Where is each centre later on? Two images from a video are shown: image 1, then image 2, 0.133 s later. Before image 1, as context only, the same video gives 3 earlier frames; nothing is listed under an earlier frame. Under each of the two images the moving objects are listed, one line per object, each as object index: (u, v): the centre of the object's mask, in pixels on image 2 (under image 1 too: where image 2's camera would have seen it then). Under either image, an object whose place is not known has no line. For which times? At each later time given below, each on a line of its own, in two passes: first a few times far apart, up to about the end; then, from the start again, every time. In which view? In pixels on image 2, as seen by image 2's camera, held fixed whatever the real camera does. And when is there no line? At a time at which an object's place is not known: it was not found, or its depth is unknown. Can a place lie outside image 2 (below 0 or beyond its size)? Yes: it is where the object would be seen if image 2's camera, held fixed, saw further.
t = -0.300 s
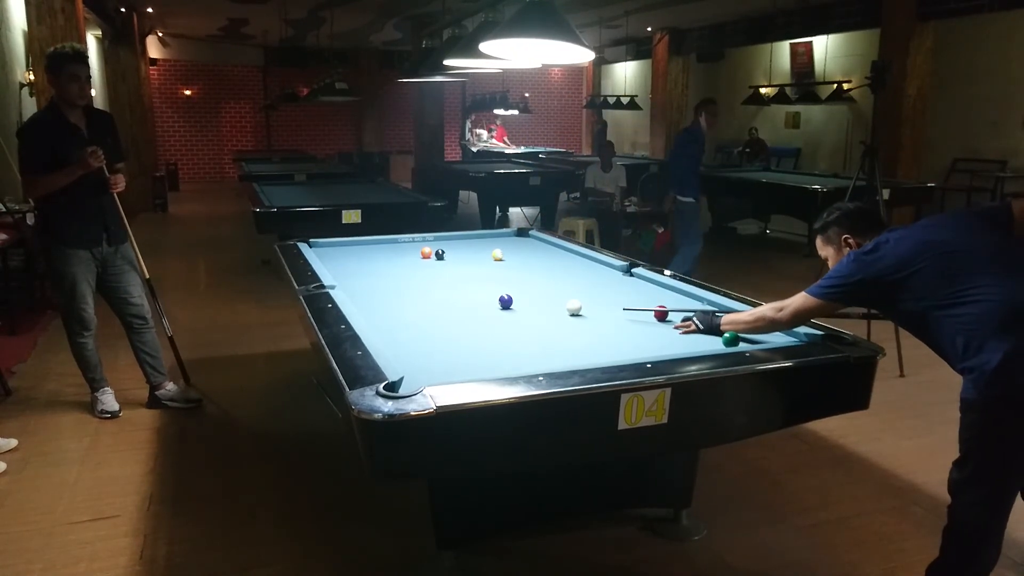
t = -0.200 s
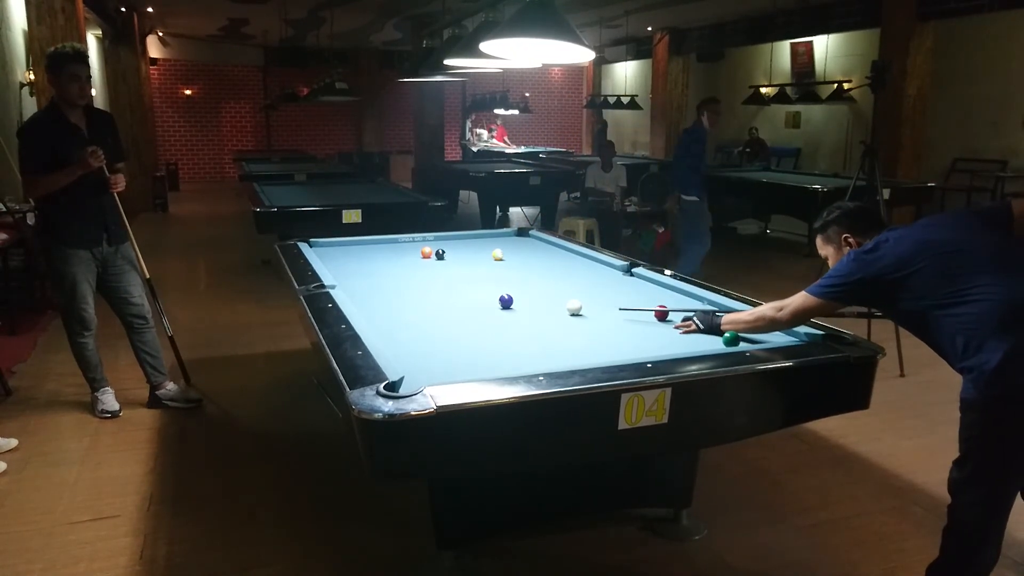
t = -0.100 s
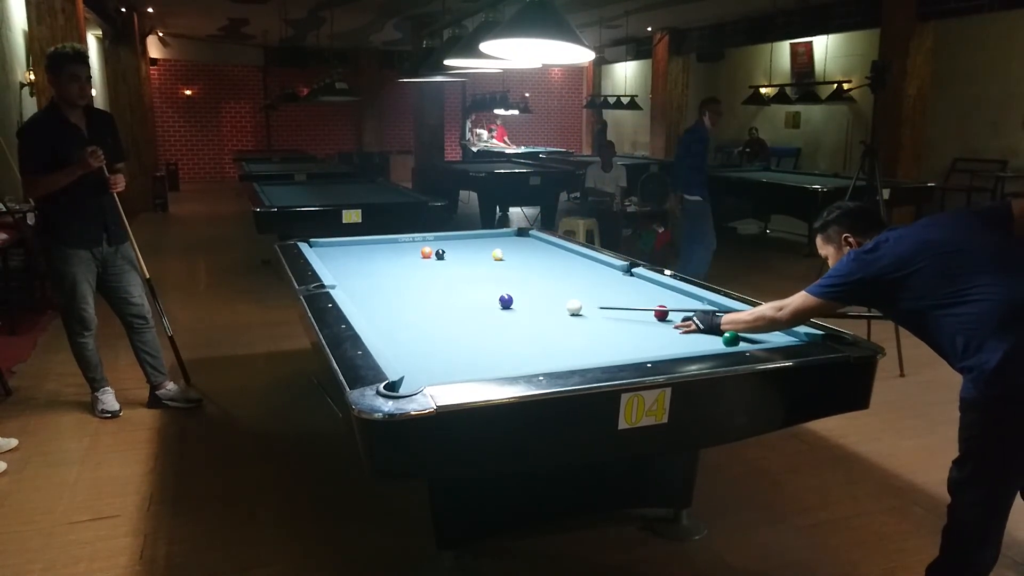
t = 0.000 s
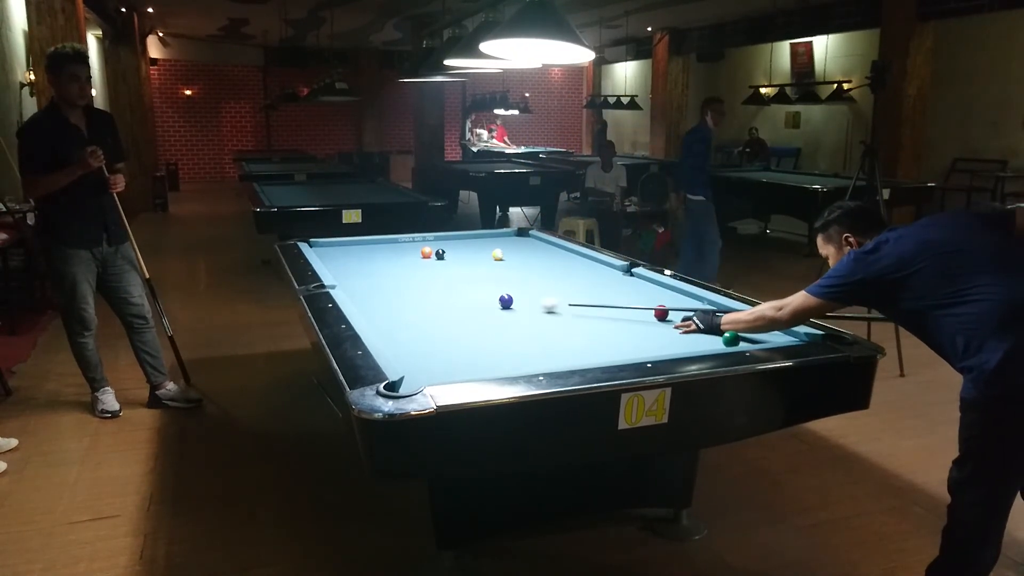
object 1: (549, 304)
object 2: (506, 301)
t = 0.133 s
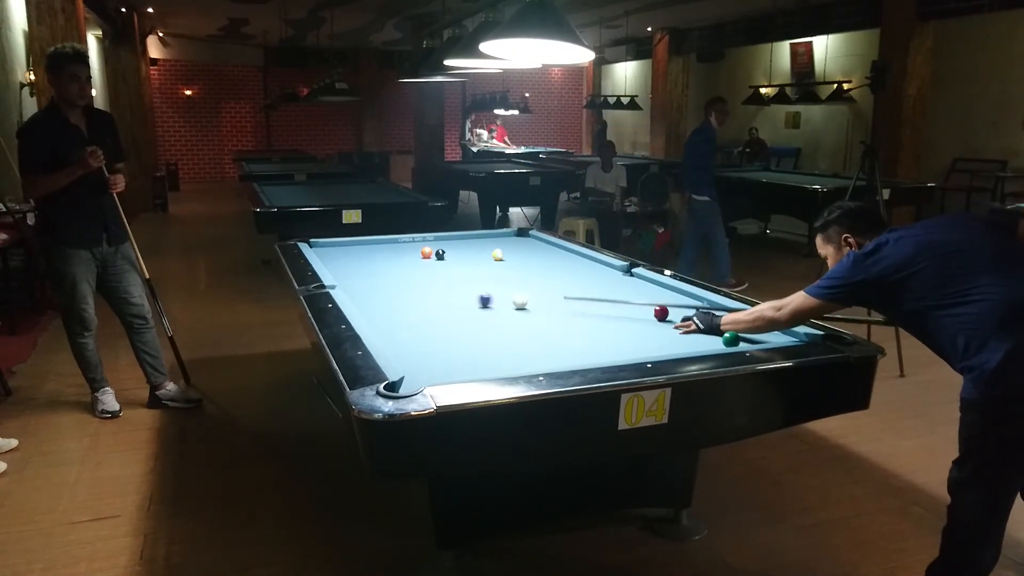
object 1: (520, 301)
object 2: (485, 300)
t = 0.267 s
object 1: (511, 298)
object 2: (448, 298)
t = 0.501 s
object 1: (494, 296)
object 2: (395, 294)
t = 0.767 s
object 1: (475, 292)
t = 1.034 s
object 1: (460, 288)
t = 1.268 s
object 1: (447, 285)
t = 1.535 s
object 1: (434, 282)
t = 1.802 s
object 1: (422, 280)
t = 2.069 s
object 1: (413, 278)
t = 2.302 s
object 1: (405, 276)
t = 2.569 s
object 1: (397, 274)
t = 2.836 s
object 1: (390, 273)
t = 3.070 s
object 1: (385, 271)
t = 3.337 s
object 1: (380, 270)
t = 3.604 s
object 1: (375, 269)
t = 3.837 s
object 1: (372, 268)
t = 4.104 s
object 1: (369, 268)
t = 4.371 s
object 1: (368, 267)
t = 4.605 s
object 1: (367, 267)
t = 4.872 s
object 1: (366, 266)
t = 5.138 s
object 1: (366, 267)
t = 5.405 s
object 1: (367, 266)
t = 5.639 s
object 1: (367, 266)
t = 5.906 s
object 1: (367, 266)
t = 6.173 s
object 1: (367, 266)
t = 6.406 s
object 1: (367, 266)
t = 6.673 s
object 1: (367, 266)
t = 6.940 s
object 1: (367, 266)
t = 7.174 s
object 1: (367, 266)
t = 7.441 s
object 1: (367, 266)
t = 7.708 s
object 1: (367, 266)
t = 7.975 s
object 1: (367, 266)
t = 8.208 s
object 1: (367, 266)
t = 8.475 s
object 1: (367, 266)
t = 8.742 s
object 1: (367, 266)
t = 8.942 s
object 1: (367, 266)
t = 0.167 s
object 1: (518, 301)
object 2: (474, 299)
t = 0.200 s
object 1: (516, 301)
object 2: (464, 299)
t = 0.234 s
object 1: (514, 299)
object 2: (456, 298)
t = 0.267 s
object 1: (511, 298)
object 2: (448, 298)
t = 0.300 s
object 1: (509, 299)
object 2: (441, 297)
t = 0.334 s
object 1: (506, 298)
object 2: (432, 297)
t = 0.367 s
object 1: (504, 298)
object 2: (425, 296)
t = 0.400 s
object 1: (501, 298)
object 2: (418, 296)
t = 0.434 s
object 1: (498, 298)
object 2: (410, 295)
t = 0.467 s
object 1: (496, 297)
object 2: (403, 295)
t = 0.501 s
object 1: (494, 296)
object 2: (395, 294)
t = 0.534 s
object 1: (491, 296)
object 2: (388, 293)
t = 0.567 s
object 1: (489, 296)
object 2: (381, 293)
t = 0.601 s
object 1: (487, 295)
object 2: (374, 292)
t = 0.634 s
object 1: (484, 293)
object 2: (367, 292)
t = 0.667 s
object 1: (482, 294)
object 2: (361, 292)
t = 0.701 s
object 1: (480, 293)
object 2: (353, 291)
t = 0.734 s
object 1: (477, 293)
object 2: (347, 290)
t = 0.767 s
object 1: (475, 292)
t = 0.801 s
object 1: (473, 292)
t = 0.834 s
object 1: (471, 291)
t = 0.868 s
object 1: (470, 290)
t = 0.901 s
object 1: (467, 290)
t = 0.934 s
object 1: (465, 289)
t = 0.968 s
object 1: (463, 290)
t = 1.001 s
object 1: (462, 288)
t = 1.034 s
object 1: (460, 288)
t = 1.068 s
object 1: (458, 287)
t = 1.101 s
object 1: (456, 287)
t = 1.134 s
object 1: (454, 287)
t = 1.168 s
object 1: (453, 286)
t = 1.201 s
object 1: (451, 286)
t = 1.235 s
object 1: (449, 285)
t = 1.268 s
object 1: (447, 285)
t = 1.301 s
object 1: (445, 284)
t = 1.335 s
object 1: (444, 284)
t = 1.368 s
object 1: (442, 285)
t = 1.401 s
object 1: (440, 284)
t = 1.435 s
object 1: (438, 284)
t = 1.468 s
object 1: (437, 283)
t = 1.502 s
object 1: (436, 283)
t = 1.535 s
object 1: (434, 282)
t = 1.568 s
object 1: (433, 282)
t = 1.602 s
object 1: (431, 282)
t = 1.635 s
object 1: (429, 282)
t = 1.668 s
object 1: (428, 281)
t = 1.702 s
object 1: (427, 281)
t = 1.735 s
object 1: (426, 281)
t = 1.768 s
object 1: (424, 281)
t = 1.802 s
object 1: (422, 280)
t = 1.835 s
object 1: (421, 280)
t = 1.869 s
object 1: (420, 279)
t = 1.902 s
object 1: (419, 279)
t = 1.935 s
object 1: (418, 279)
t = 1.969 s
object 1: (416, 279)
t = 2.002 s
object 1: (415, 278)
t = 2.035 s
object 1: (414, 278)
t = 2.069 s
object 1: (413, 278)
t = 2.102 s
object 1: (411, 278)
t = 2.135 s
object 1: (410, 277)
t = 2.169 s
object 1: (409, 277)
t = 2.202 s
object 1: (408, 277)
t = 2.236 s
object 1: (407, 277)
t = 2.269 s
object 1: (406, 276)
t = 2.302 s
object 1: (405, 276)
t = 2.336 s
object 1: (404, 276)
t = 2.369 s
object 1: (402, 276)
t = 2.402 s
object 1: (402, 275)
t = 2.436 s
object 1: (401, 275)
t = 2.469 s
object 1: (400, 275)
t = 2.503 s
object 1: (399, 274)
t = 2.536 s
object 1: (398, 274)
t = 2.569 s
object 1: (397, 274)
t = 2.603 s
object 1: (396, 274)
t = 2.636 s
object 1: (395, 274)
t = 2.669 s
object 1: (394, 274)
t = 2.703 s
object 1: (394, 273)
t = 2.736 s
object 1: (393, 273)
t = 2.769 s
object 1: (392, 273)
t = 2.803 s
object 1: (391, 273)
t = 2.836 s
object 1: (390, 273)
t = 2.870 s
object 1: (389, 272)
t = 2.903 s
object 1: (389, 272)
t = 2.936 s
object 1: (388, 272)
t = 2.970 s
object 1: (387, 272)
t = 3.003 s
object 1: (386, 272)
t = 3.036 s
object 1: (386, 271)
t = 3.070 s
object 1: (385, 271)
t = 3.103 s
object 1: (384, 271)
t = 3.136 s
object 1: (383, 271)
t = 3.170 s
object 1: (383, 271)
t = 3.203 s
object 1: (382, 271)
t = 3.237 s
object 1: (381, 271)
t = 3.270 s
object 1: (381, 271)
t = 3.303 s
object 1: (380, 270)
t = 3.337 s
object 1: (380, 270)
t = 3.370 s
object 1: (379, 270)
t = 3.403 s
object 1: (378, 270)
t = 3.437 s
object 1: (378, 270)
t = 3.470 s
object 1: (377, 270)
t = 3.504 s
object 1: (377, 270)
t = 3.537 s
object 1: (376, 269)
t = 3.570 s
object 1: (376, 269)
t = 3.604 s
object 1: (375, 269)
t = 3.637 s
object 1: (375, 269)
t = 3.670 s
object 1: (374, 269)
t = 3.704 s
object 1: (374, 269)
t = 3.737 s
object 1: (373, 268)
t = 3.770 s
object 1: (373, 268)
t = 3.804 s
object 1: (372, 268)
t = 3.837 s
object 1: (372, 268)
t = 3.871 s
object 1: (372, 268)
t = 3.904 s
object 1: (371, 268)
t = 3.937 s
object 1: (371, 268)
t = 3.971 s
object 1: (371, 268)
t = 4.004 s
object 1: (370, 268)
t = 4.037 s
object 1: (370, 268)
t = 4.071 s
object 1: (370, 267)
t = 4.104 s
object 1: (369, 268)
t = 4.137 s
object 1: (369, 267)
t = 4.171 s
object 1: (369, 267)
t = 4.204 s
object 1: (369, 267)
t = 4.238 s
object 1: (369, 267)
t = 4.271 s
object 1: (369, 267)
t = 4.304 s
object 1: (368, 267)
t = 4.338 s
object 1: (368, 267)
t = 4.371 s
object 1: (368, 267)
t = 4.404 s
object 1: (368, 267)
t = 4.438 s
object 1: (368, 267)
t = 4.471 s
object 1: (368, 267)
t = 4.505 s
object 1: (367, 267)
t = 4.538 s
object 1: (367, 267)
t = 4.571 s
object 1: (367, 267)
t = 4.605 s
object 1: (367, 267)
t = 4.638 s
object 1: (367, 267)
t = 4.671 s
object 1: (366, 267)
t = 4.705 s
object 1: (366, 267)
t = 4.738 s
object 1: (366, 266)
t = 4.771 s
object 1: (366, 267)
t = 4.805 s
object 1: (366, 267)
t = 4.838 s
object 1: (366, 266)
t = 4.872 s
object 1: (366, 266)
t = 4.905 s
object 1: (366, 266)
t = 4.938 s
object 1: (366, 266)
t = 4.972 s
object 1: (366, 266)
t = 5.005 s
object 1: (366, 266)
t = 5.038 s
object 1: (366, 266)
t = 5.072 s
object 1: (366, 266)
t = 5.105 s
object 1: (366, 266)
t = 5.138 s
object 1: (366, 267)
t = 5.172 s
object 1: (366, 267)
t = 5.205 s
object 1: (366, 266)
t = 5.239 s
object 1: (366, 266)
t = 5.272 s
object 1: (366, 266)
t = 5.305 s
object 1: (367, 266)
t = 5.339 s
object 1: (367, 266)
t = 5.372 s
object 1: (367, 266)
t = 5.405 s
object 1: (367, 266)
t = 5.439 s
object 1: (367, 266)
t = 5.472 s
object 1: (367, 266)
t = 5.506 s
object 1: (367, 266)
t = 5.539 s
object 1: (367, 266)
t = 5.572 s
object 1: (367, 266)
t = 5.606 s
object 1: (367, 266)
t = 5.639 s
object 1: (367, 266)
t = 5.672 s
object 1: (367, 266)
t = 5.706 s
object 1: (367, 266)
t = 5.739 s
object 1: (367, 266)
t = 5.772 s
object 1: (367, 266)
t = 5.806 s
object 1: (367, 266)
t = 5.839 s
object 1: (367, 266)
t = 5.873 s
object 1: (367, 266)
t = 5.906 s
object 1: (367, 266)
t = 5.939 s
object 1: (367, 266)
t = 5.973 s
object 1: (367, 266)
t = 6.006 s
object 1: (367, 266)
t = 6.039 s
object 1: (367, 266)
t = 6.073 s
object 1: (367, 266)
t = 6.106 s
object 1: (367, 266)
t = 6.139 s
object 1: (367, 266)
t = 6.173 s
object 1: (367, 266)
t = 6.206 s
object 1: (367, 266)
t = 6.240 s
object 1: (367, 266)
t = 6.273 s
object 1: (367, 266)
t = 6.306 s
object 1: (367, 266)
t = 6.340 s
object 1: (367, 266)
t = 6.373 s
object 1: (367, 266)
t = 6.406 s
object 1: (367, 266)
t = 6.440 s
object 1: (367, 266)
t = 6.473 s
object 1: (367, 266)
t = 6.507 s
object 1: (367, 266)
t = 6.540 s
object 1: (367, 266)
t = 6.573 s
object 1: (367, 266)
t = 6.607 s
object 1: (367, 266)
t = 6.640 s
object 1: (367, 266)
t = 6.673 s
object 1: (367, 266)
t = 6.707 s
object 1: (367, 266)
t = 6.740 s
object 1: (367, 266)
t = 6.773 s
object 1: (367, 266)
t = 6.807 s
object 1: (367, 266)
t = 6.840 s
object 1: (367, 266)
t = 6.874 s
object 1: (367, 266)
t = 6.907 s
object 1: (367, 266)
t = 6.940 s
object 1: (367, 266)
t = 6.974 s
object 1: (367, 266)
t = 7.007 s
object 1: (367, 266)
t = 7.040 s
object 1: (367, 266)
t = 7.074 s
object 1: (367, 266)
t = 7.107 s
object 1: (367, 266)
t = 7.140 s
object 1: (367, 266)
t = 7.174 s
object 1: (367, 266)
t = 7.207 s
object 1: (367, 266)
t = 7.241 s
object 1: (367, 266)
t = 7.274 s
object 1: (367, 266)
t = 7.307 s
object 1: (367, 266)
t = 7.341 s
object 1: (367, 266)
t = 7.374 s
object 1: (367, 266)
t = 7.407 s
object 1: (367, 266)
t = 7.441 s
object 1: (367, 266)
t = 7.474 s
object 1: (367, 266)
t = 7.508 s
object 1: (367, 266)
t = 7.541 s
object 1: (367, 266)
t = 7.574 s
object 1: (367, 266)
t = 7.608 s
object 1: (366, 266)
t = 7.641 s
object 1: (366, 266)
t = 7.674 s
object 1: (367, 266)
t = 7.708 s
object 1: (367, 266)
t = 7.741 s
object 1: (367, 266)
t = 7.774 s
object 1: (367, 266)
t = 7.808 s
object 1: (367, 266)
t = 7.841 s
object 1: (367, 266)
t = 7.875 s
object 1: (367, 266)
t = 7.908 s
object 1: (367, 266)
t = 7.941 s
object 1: (367, 266)
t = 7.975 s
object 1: (367, 266)
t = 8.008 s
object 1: (367, 266)
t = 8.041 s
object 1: (367, 266)
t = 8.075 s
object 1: (367, 266)
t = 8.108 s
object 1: (367, 266)
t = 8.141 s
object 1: (367, 266)
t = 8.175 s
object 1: (367, 266)
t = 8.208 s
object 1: (367, 266)
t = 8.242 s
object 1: (367, 266)
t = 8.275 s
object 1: (367, 266)
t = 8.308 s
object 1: (367, 266)
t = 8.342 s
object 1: (367, 266)
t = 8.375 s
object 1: (367, 266)
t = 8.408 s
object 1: (367, 266)
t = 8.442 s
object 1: (367, 266)
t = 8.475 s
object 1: (367, 266)
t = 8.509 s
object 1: (367, 266)
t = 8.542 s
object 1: (367, 266)
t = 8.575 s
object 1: (367, 266)
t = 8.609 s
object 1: (367, 266)
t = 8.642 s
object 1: (367, 266)
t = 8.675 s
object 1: (367, 266)
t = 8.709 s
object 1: (367, 266)
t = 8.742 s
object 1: (367, 266)
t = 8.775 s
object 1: (367, 266)
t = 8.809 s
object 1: (367, 266)
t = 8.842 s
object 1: (367, 266)
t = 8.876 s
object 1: (367, 266)
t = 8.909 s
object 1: (367, 266)
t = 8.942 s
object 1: (367, 266)
